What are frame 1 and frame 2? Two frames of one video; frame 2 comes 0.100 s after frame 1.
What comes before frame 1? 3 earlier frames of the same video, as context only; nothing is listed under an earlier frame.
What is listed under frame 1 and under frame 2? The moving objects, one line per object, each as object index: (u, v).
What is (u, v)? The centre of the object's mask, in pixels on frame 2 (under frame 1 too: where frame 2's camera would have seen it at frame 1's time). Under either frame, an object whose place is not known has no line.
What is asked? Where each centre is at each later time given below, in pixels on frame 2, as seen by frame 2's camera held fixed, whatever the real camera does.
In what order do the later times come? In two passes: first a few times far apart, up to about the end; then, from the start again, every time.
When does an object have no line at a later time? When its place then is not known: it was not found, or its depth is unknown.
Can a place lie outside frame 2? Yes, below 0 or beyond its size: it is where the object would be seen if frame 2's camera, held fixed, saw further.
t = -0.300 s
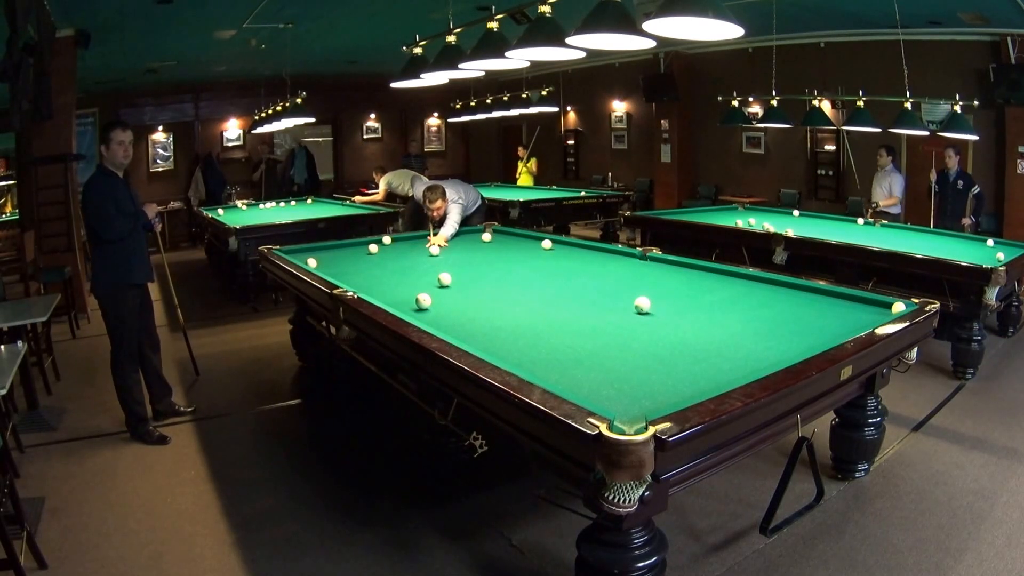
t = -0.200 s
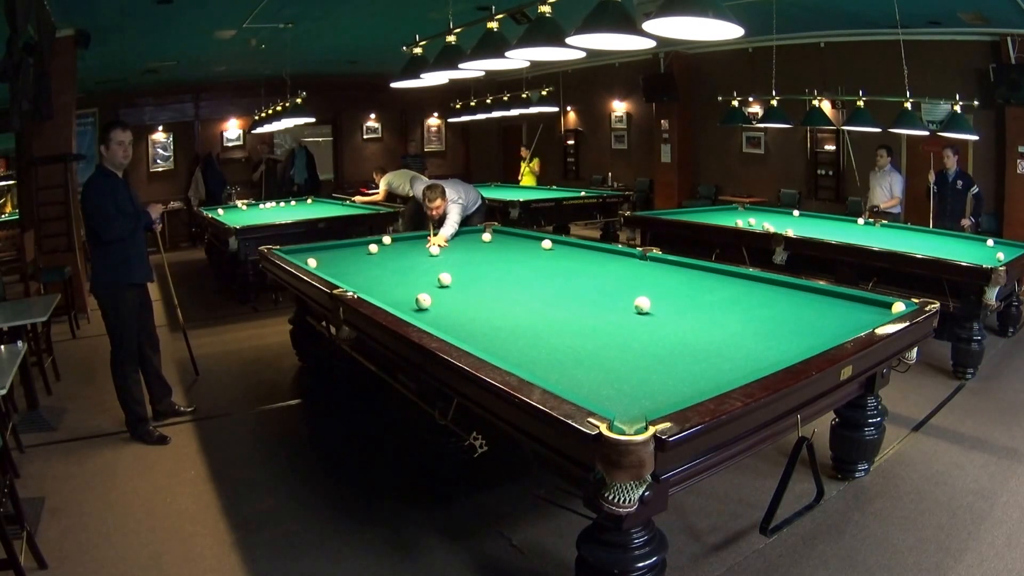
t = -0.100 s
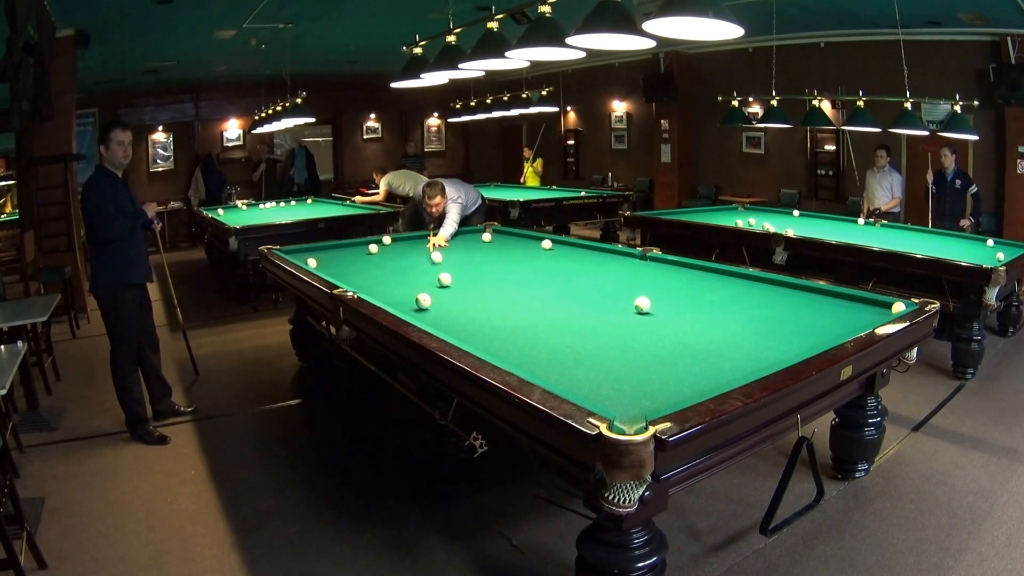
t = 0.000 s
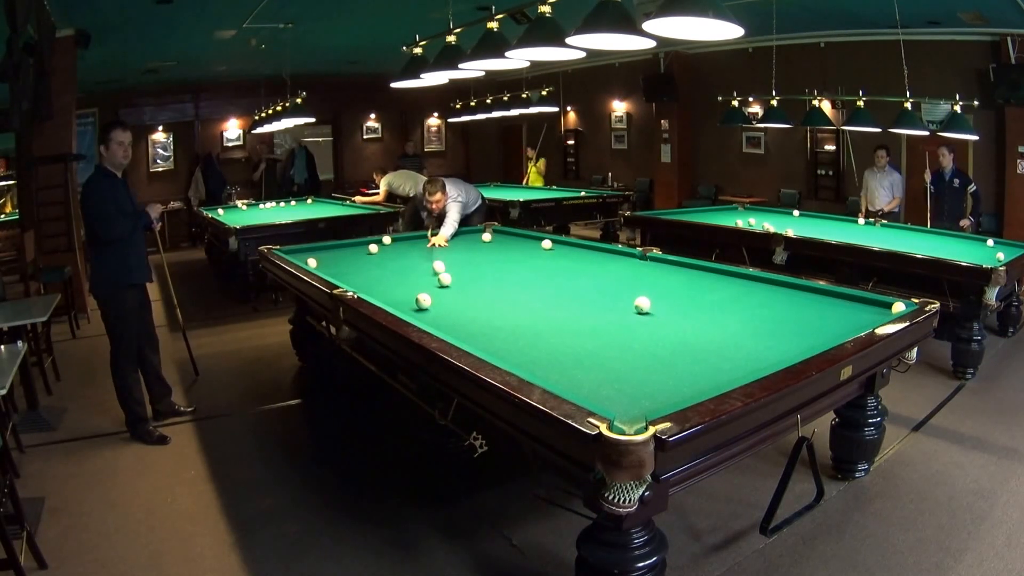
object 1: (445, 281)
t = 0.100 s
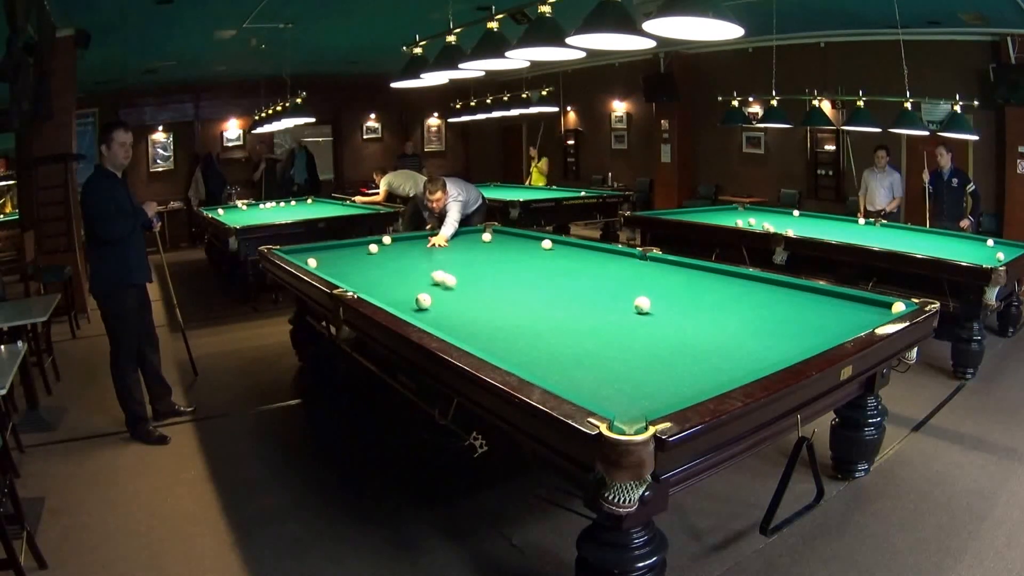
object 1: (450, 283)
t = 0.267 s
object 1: (485, 299)
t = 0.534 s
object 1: (551, 332)
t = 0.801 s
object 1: (642, 376)
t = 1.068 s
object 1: (624, 374)
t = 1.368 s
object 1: (547, 348)
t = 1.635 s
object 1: (493, 329)
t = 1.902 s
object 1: (450, 314)
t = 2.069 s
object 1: (428, 307)
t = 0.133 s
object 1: (455, 285)
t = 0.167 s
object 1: (462, 288)
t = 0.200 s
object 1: (470, 292)
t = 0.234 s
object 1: (477, 296)
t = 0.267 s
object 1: (485, 299)
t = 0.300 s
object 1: (493, 303)
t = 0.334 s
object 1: (500, 307)
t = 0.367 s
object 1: (508, 310)
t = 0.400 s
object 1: (517, 315)
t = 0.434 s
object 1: (525, 319)
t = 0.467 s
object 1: (533, 323)
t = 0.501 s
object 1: (542, 327)
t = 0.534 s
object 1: (551, 332)
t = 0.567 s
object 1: (561, 336)
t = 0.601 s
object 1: (571, 341)
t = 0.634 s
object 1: (581, 346)
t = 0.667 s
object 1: (592, 351)
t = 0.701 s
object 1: (604, 357)
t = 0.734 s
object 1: (616, 364)
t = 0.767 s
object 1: (629, 370)
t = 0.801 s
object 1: (642, 376)
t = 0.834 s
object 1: (657, 384)
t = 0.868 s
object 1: (670, 389)
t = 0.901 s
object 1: (684, 390)
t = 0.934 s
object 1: (675, 391)
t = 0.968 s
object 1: (661, 389)
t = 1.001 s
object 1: (648, 384)
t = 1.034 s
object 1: (636, 378)
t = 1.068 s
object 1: (624, 374)
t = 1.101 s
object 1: (614, 371)
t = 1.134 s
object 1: (604, 367)
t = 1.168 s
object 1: (595, 364)
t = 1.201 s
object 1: (586, 361)
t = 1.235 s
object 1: (578, 359)
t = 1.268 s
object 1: (570, 356)
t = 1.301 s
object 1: (561, 353)
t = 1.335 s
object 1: (554, 350)
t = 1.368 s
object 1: (547, 348)
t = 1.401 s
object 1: (539, 345)
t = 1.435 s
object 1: (532, 343)
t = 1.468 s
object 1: (525, 340)
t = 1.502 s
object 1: (518, 338)
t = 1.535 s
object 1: (512, 336)
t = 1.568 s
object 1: (505, 334)
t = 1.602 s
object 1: (499, 331)
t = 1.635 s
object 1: (493, 329)
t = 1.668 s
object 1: (487, 327)
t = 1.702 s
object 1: (481, 325)
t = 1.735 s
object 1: (475, 323)
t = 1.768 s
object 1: (470, 322)
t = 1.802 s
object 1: (465, 320)
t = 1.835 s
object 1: (460, 318)
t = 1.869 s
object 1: (455, 316)
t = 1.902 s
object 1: (450, 314)
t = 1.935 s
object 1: (445, 313)
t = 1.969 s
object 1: (440, 311)
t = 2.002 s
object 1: (436, 310)
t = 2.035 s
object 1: (433, 309)
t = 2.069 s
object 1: (428, 307)
